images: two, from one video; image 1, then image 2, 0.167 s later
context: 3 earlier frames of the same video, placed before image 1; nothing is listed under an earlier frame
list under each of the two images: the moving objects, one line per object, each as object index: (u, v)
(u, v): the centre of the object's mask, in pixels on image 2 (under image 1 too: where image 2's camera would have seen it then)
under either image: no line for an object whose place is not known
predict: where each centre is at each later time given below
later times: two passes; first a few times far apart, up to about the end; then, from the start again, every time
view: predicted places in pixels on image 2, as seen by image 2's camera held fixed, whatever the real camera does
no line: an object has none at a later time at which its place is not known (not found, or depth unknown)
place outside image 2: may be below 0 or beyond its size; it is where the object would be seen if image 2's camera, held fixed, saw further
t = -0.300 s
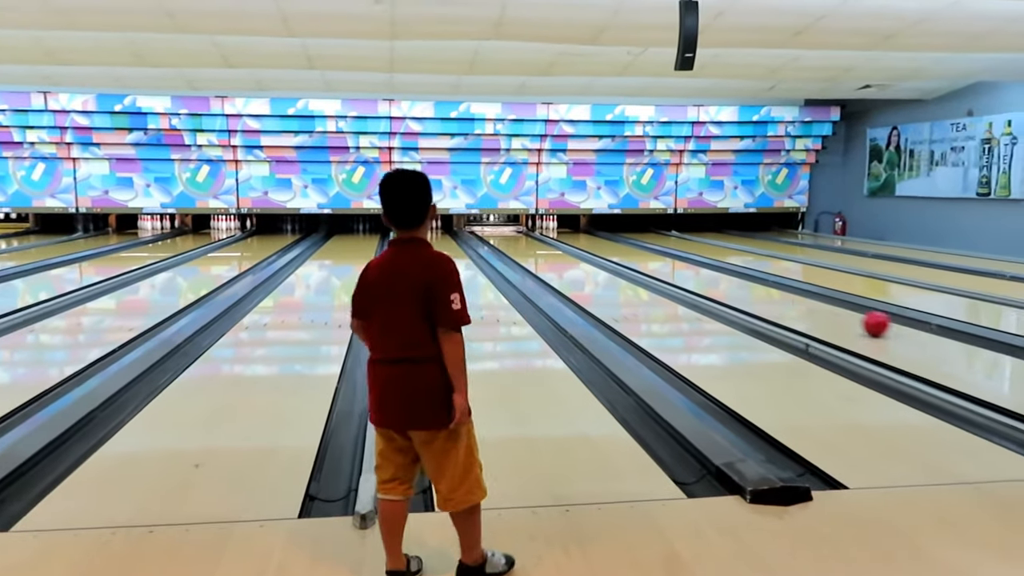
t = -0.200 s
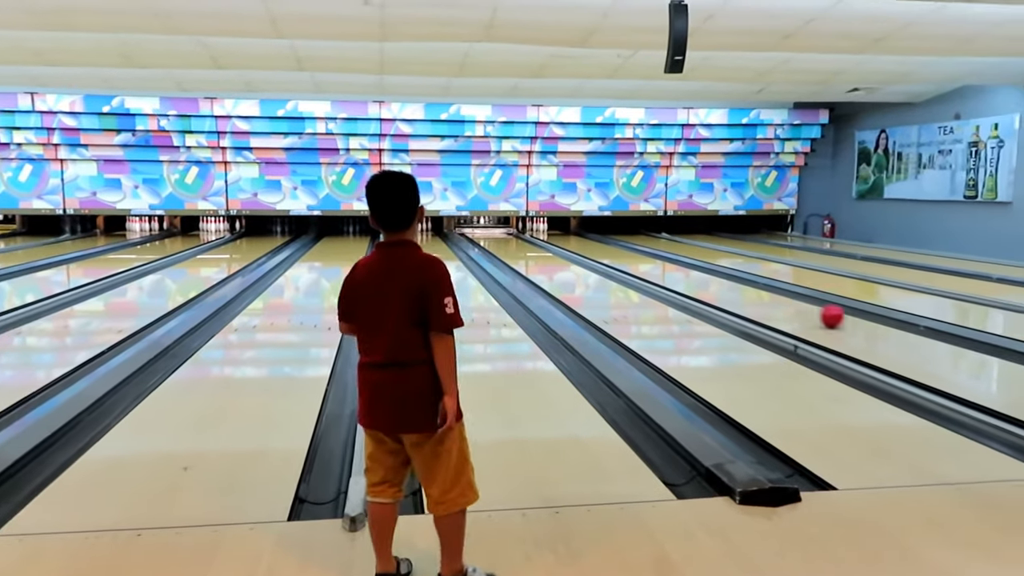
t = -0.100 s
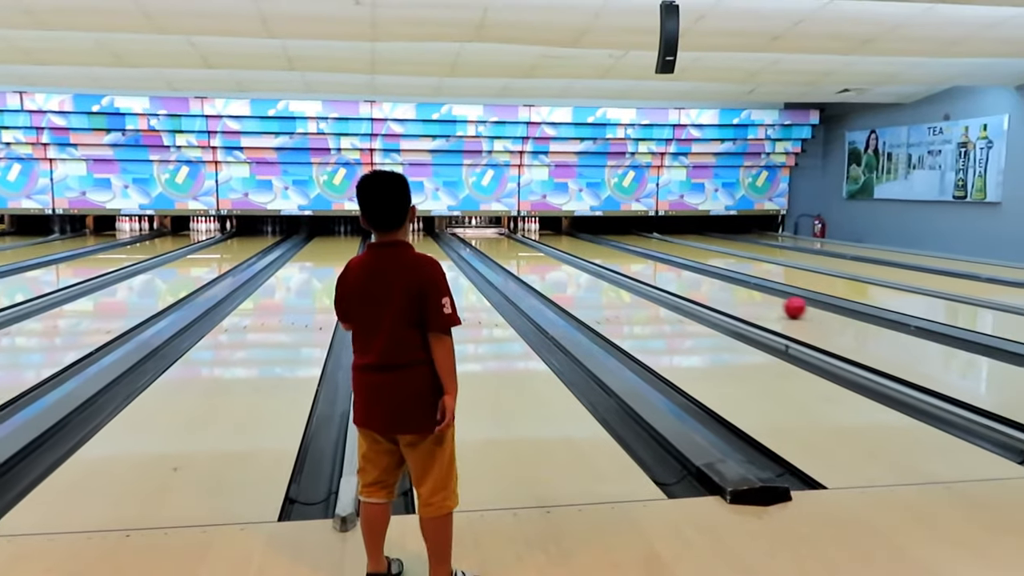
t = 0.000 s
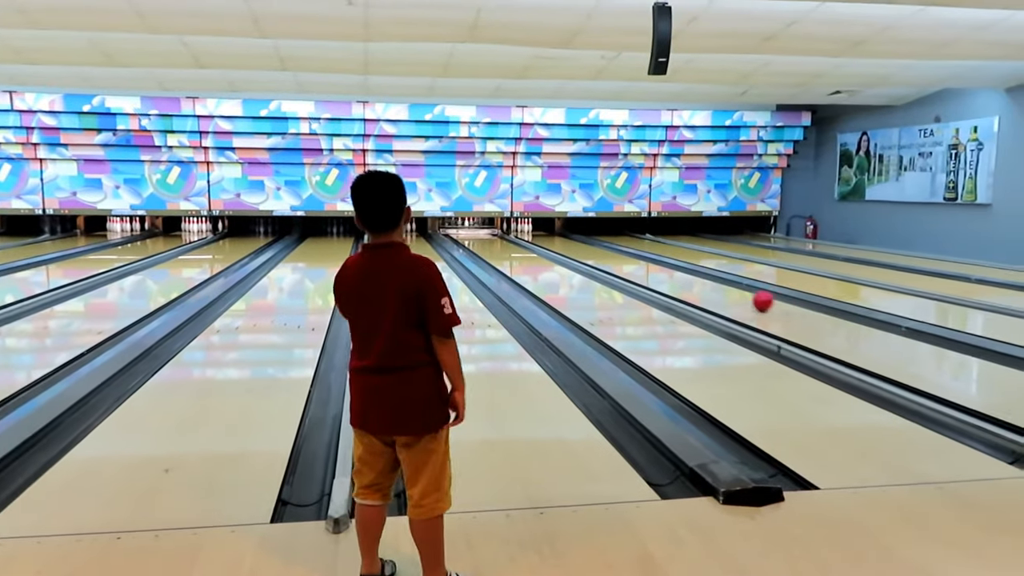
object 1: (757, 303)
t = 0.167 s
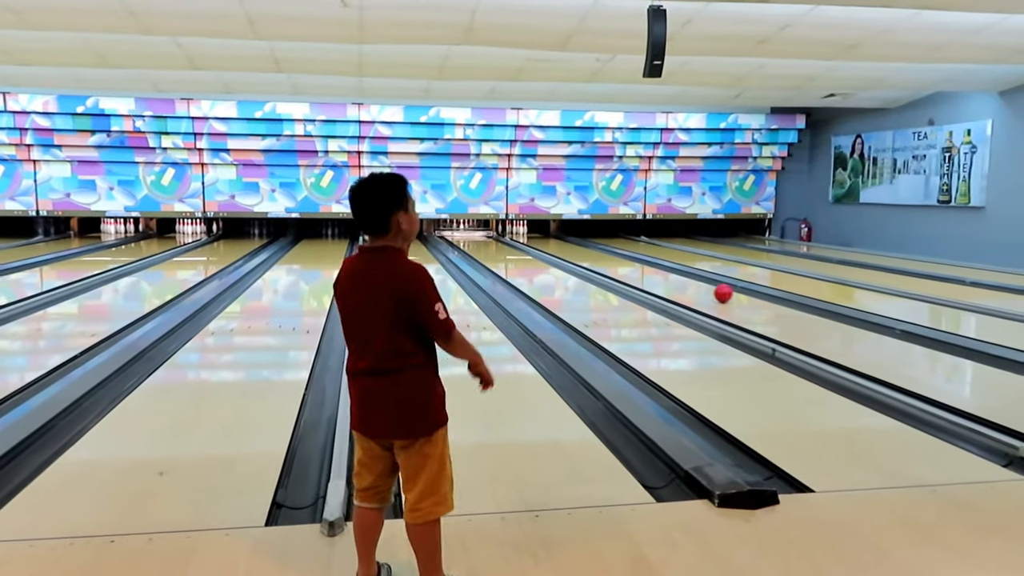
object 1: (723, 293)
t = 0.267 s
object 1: (705, 288)
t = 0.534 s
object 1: (666, 276)
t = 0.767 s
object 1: (640, 267)
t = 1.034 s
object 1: (615, 259)
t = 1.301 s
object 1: (594, 253)
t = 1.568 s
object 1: (578, 247)
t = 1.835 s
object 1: (562, 243)
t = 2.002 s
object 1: (554, 244)
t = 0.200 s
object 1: (717, 291)
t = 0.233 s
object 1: (711, 290)
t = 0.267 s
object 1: (705, 288)
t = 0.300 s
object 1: (700, 286)
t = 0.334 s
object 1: (694, 285)
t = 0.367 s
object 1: (689, 283)
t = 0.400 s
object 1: (684, 282)
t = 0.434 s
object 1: (680, 280)
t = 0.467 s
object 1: (675, 279)
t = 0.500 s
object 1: (671, 277)
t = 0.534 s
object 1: (666, 276)
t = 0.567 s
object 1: (662, 275)
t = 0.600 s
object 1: (658, 273)
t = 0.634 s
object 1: (654, 272)
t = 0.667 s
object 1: (650, 271)
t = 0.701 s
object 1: (647, 269)
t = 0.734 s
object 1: (643, 268)
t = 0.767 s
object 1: (640, 267)
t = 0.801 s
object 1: (636, 266)
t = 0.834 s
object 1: (633, 265)
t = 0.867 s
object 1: (630, 264)
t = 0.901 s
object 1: (626, 263)
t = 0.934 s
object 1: (623, 262)
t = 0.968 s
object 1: (620, 261)
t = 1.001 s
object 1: (618, 260)
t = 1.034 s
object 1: (615, 259)
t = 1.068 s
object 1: (612, 258)
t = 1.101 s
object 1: (610, 257)
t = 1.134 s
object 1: (607, 256)
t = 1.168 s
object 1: (604, 256)
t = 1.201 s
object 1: (602, 255)
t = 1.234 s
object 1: (599, 254)
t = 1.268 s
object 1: (597, 253)
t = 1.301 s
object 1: (594, 253)
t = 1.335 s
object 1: (592, 252)
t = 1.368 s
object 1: (590, 251)
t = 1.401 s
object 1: (588, 251)
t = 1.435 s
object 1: (586, 250)
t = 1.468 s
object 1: (584, 249)
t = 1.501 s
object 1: (582, 248)
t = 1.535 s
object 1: (580, 248)
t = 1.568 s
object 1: (578, 247)
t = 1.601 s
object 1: (575, 247)
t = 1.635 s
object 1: (574, 246)
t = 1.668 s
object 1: (572, 246)
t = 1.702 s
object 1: (570, 245)
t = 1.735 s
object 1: (568, 245)
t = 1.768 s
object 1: (566, 244)
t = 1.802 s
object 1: (565, 244)
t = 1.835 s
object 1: (562, 243)
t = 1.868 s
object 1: (561, 243)
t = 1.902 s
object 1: (559, 244)
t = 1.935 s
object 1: (557, 243)
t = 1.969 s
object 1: (556, 244)
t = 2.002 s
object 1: (554, 244)
